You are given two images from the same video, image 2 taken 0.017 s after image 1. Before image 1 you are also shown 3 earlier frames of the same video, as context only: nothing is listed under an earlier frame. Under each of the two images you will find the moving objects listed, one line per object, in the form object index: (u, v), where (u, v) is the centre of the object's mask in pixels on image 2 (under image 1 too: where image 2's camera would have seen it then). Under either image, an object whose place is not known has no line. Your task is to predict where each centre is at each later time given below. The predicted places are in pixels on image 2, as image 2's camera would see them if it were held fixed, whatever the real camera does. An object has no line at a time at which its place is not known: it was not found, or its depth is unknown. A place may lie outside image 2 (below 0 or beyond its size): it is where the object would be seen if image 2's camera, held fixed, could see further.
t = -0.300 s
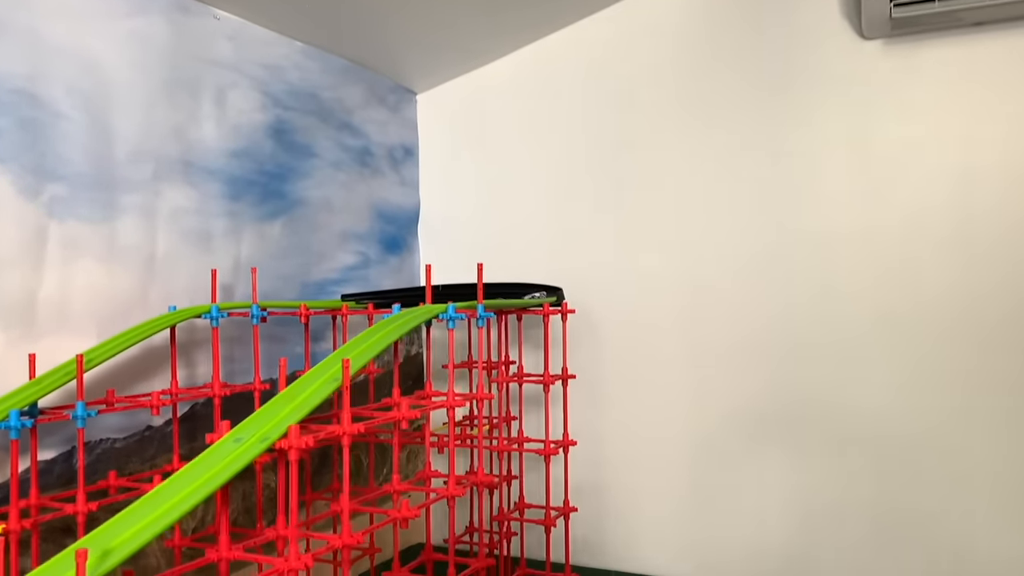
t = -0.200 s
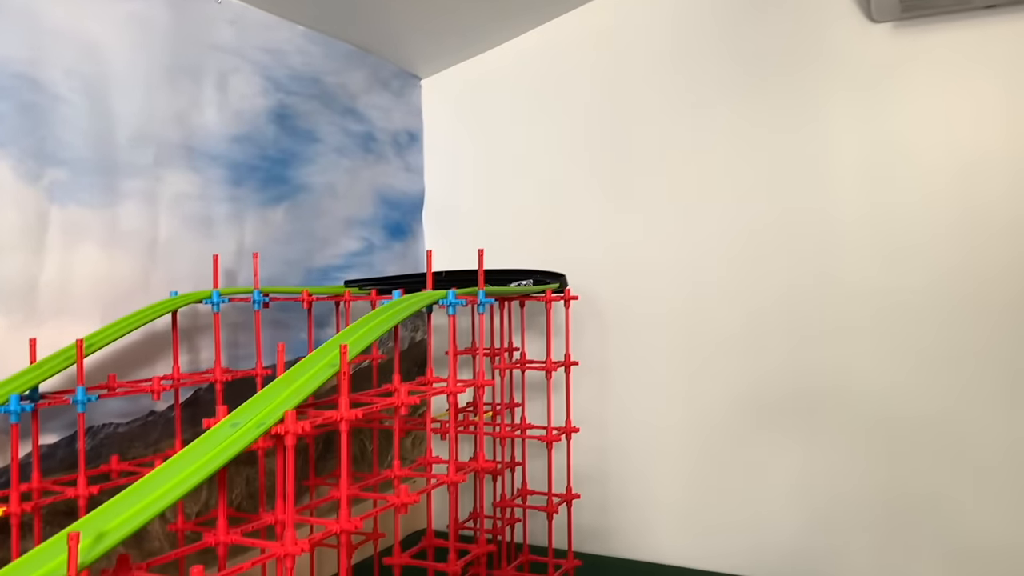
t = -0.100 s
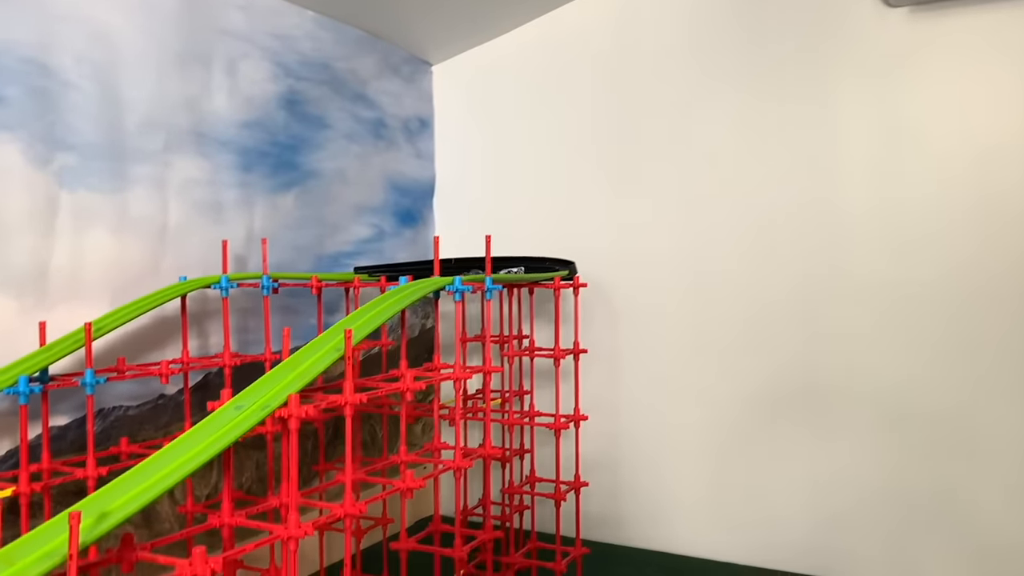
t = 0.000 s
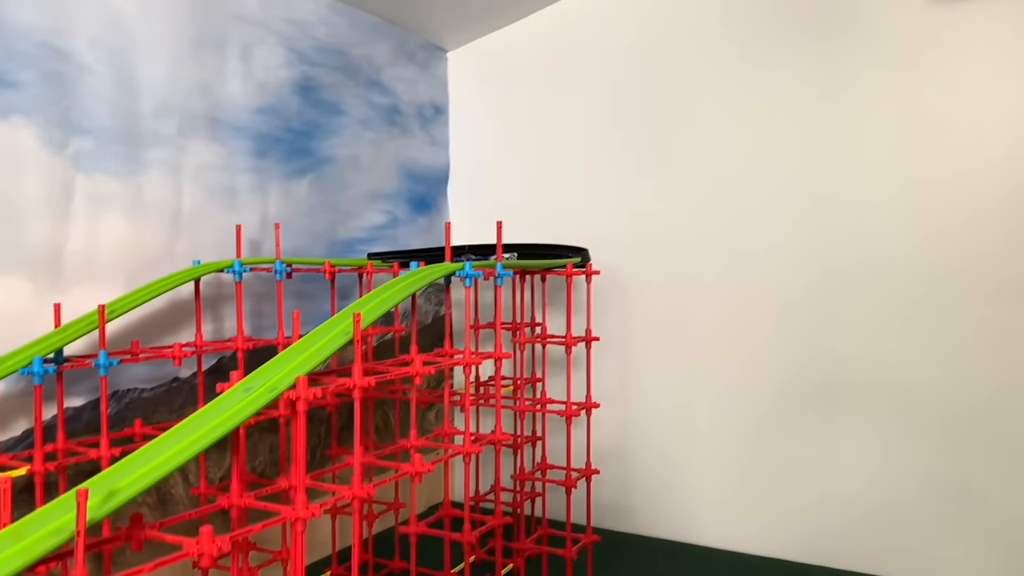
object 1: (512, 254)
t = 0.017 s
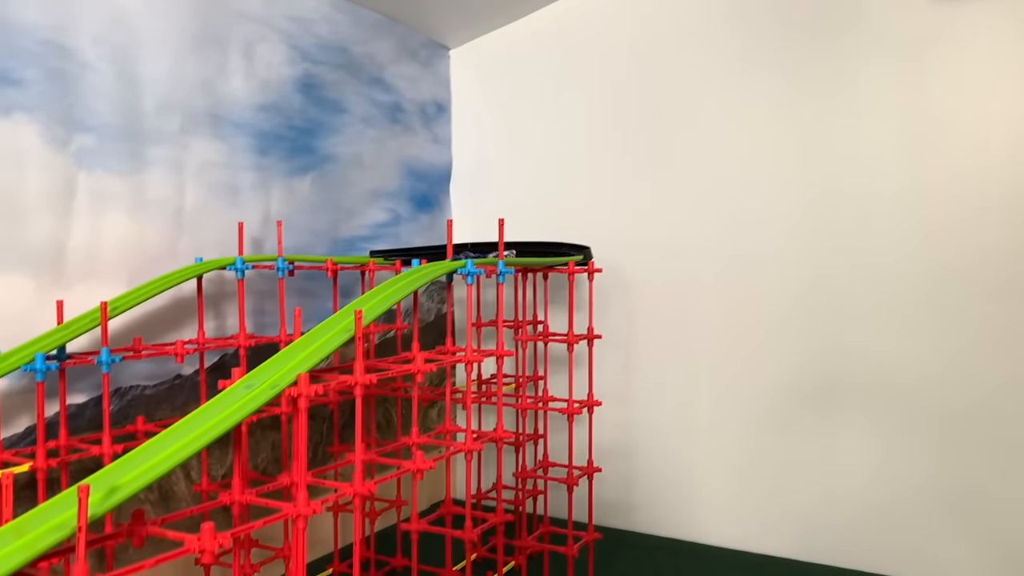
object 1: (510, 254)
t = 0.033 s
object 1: (498, 254)
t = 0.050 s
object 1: (489, 254)
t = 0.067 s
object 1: (487, 254)
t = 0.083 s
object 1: (485, 254)
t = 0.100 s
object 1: (484, 253)
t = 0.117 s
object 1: (480, 253)
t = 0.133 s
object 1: (476, 253)
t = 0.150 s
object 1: (470, 254)
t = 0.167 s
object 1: (465, 255)
